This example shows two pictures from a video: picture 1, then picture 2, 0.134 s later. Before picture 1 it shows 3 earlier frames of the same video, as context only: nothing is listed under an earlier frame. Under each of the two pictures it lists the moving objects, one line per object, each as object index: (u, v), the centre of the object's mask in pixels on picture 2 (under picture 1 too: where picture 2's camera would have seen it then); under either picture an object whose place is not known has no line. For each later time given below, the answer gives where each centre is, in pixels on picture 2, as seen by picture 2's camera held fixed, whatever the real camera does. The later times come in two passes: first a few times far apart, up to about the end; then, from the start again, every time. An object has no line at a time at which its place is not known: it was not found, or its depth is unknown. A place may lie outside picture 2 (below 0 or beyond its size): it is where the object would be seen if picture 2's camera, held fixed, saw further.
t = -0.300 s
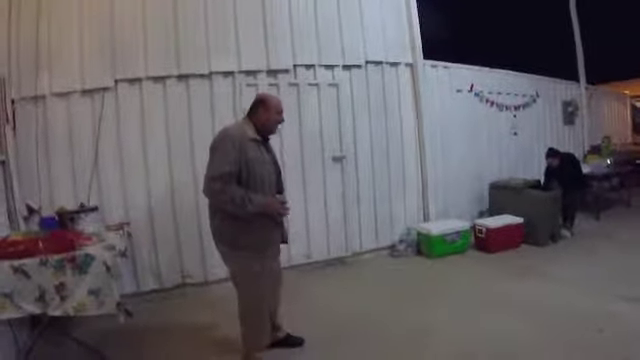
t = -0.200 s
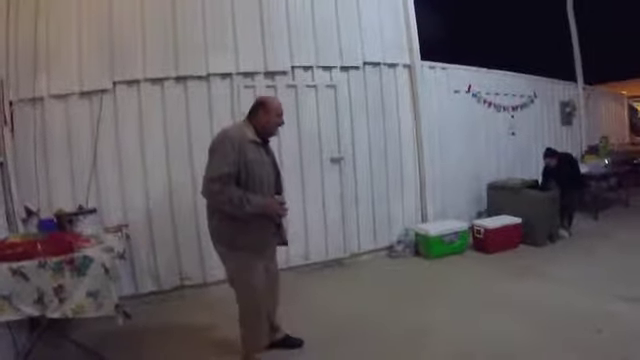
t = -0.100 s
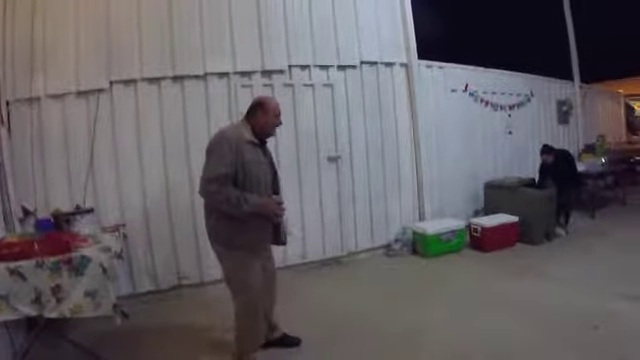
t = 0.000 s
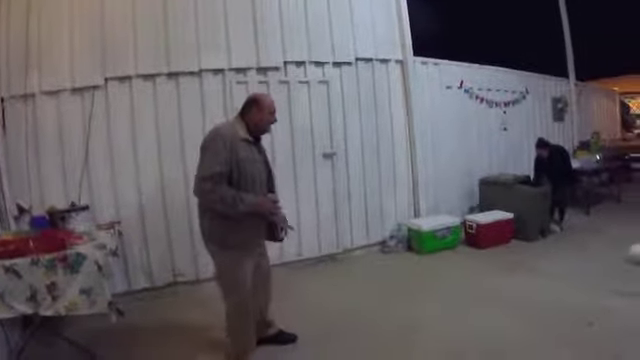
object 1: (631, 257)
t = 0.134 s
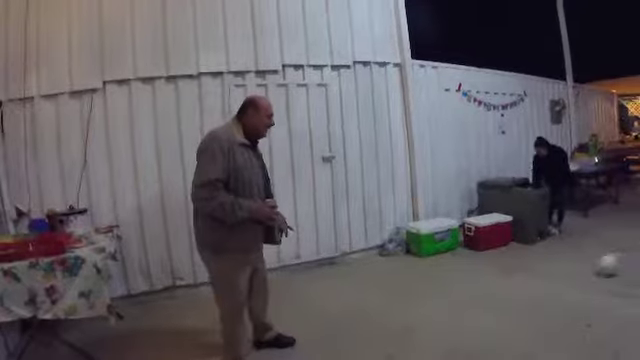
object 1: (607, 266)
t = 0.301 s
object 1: (573, 274)
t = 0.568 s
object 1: (515, 290)
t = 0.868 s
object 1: (440, 307)
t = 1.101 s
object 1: (373, 318)
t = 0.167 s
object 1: (600, 268)
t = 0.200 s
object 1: (593, 270)
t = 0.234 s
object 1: (587, 272)
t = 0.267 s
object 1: (580, 274)
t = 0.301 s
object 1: (573, 274)
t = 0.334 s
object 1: (567, 276)
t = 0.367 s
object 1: (561, 279)
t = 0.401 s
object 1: (552, 281)
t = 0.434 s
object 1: (545, 283)
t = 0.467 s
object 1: (537, 284)
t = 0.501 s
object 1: (530, 287)
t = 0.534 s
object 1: (523, 289)
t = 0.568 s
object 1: (515, 290)
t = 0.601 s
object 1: (507, 292)
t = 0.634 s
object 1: (499, 294)
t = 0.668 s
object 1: (491, 296)
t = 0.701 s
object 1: (482, 298)
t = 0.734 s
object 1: (473, 300)
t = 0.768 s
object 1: (465, 302)
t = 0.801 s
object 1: (456, 304)
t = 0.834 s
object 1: (448, 305)
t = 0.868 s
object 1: (440, 307)
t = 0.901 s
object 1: (430, 309)
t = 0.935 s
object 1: (420, 311)
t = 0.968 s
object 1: (411, 312)
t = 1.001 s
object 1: (401, 313)
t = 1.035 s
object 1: (393, 315)
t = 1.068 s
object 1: (383, 317)
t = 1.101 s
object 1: (373, 318)
